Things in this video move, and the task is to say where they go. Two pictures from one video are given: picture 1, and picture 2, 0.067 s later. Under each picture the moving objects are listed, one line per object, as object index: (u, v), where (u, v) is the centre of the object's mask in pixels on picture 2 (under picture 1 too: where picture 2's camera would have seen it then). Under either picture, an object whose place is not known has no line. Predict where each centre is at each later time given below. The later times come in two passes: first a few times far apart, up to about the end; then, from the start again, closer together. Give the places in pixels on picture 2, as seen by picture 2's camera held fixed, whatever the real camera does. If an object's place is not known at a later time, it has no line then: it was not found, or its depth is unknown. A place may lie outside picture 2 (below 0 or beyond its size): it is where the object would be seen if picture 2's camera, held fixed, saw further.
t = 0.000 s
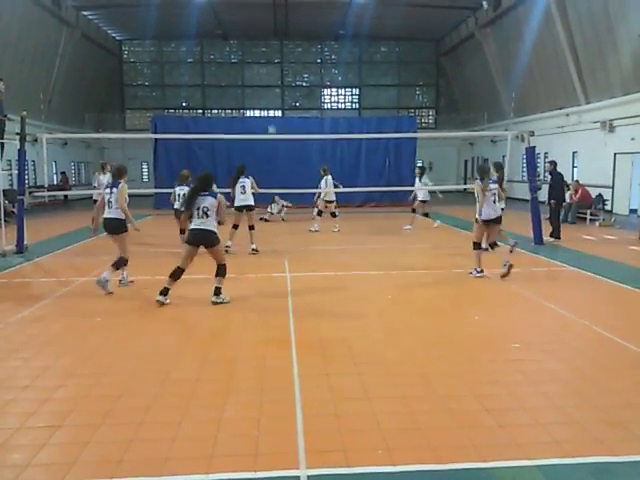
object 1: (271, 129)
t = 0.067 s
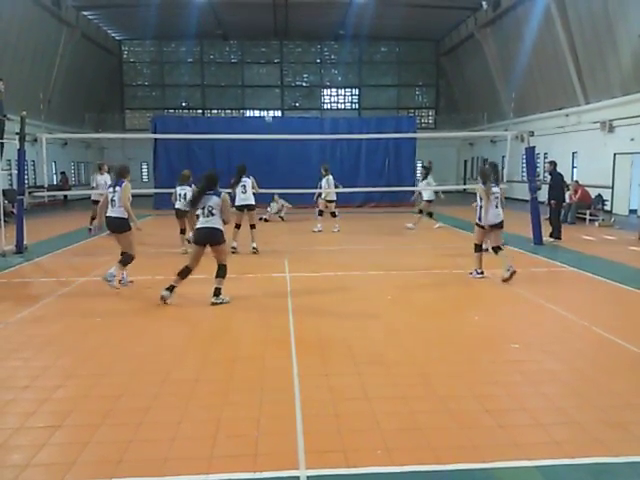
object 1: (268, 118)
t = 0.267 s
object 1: (259, 91)
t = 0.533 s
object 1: (247, 76)
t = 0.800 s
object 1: (235, 88)
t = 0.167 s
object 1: (263, 103)
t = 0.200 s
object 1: (262, 98)
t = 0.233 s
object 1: (260, 94)
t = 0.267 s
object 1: (259, 91)
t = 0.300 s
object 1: (257, 88)
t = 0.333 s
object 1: (256, 85)
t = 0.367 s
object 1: (254, 83)
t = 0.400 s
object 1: (253, 81)
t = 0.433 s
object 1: (251, 79)
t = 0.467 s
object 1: (250, 78)
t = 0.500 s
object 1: (248, 77)
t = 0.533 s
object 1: (247, 76)
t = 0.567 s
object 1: (245, 77)
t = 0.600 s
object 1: (244, 77)
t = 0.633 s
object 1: (242, 78)
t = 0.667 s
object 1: (241, 79)
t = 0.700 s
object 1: (239, 81)
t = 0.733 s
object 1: (238, 83)
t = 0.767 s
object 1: (237, 85)
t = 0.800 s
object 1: (235, 88)
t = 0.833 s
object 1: (233, 91)
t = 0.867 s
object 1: (232, 95)
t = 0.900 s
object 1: (231, 99)
